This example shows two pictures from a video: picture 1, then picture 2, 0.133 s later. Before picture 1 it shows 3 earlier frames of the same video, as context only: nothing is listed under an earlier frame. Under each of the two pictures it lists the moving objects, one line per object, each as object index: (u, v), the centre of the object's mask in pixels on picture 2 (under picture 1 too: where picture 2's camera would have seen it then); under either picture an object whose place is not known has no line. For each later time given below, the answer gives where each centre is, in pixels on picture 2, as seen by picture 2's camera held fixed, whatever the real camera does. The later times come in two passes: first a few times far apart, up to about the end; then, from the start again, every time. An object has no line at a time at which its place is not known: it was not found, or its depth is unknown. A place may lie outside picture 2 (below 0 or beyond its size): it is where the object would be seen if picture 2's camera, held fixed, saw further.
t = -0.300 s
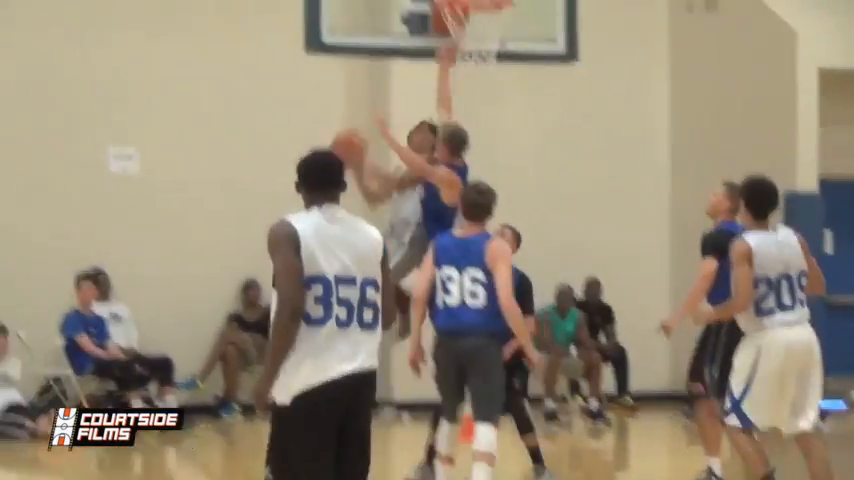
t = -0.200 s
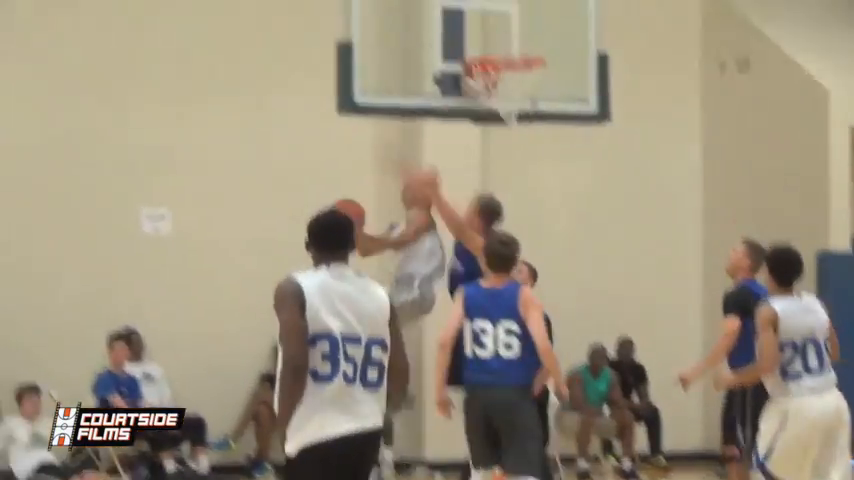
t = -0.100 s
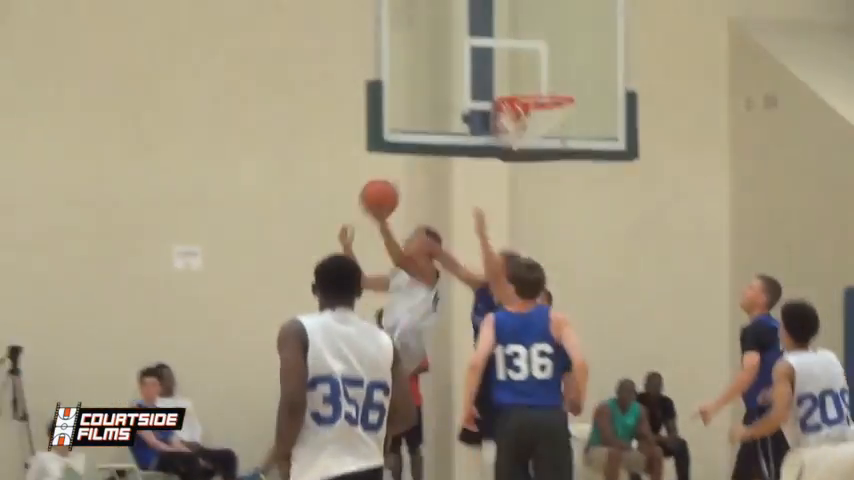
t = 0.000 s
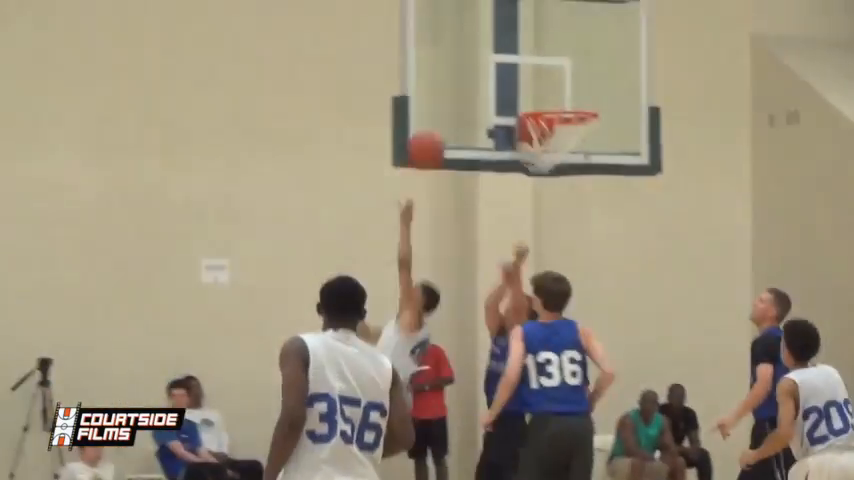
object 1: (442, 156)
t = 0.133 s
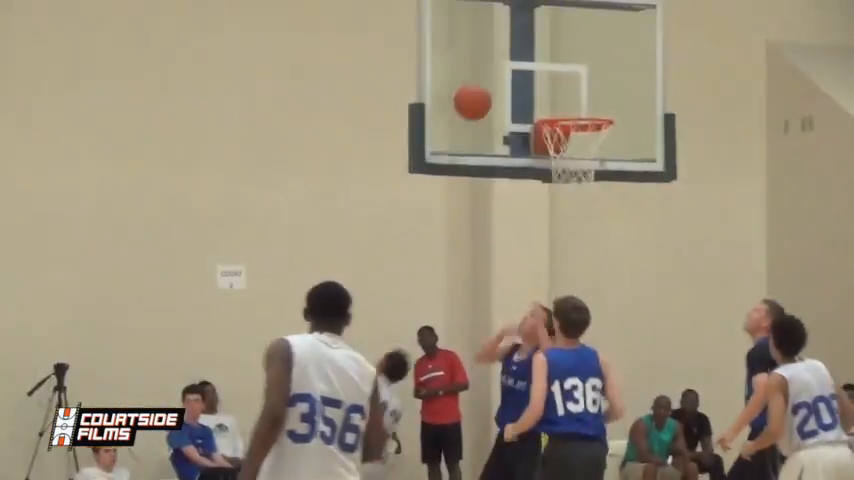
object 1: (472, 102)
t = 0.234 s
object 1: (494, 78)
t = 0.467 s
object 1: (573, 127)
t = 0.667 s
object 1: (615, 199)
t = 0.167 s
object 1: (479, 92)
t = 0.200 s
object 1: (487, 84)
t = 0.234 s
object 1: (494, 78)
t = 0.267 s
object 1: (502, 76)
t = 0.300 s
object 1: (512, 80)
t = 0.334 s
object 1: (525, 87)
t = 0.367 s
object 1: (538, 95)
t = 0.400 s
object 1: (548, 103)
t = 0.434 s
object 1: (560, 109)
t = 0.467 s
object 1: (573, 127)
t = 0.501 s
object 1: (583, 142)
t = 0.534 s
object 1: (595, 159)
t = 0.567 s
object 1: (603, 168)
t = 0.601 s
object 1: (607, 178)
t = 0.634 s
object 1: (610, 187)
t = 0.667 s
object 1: (615, 199)
